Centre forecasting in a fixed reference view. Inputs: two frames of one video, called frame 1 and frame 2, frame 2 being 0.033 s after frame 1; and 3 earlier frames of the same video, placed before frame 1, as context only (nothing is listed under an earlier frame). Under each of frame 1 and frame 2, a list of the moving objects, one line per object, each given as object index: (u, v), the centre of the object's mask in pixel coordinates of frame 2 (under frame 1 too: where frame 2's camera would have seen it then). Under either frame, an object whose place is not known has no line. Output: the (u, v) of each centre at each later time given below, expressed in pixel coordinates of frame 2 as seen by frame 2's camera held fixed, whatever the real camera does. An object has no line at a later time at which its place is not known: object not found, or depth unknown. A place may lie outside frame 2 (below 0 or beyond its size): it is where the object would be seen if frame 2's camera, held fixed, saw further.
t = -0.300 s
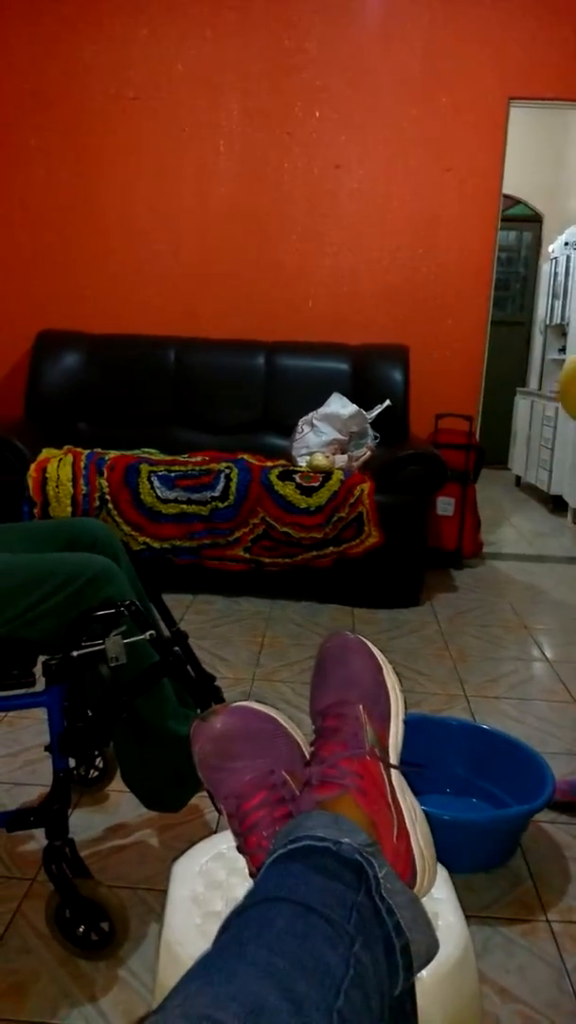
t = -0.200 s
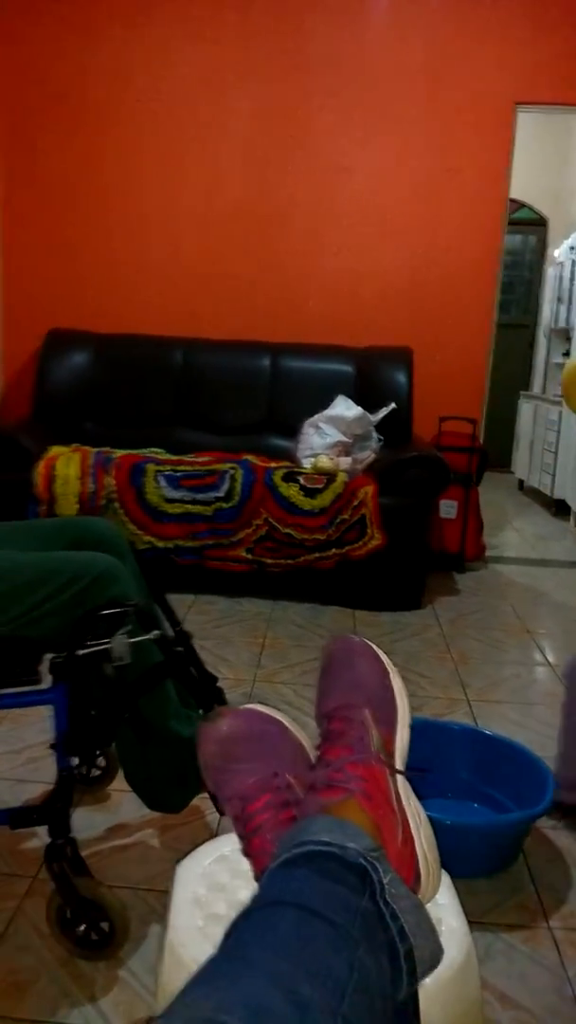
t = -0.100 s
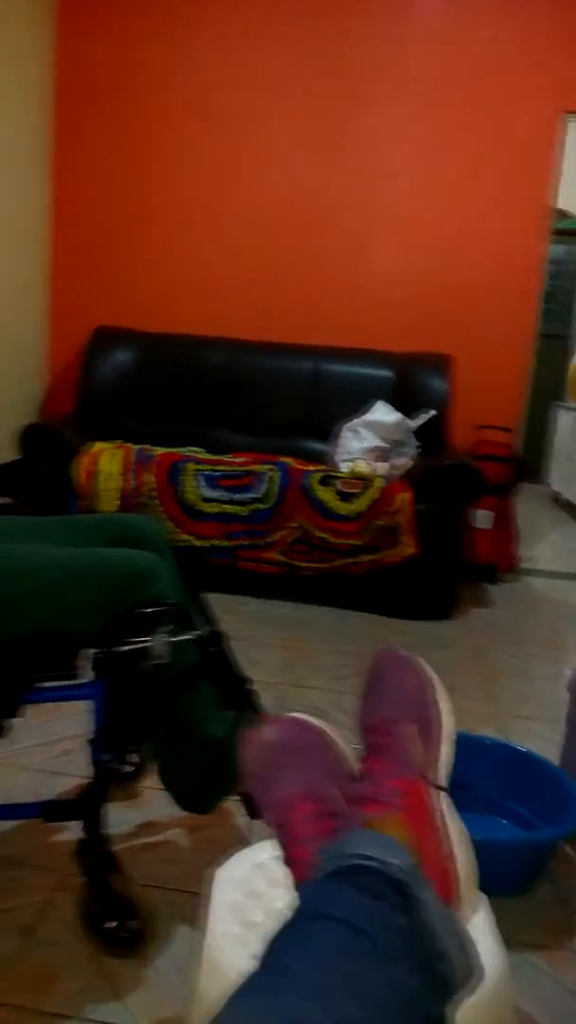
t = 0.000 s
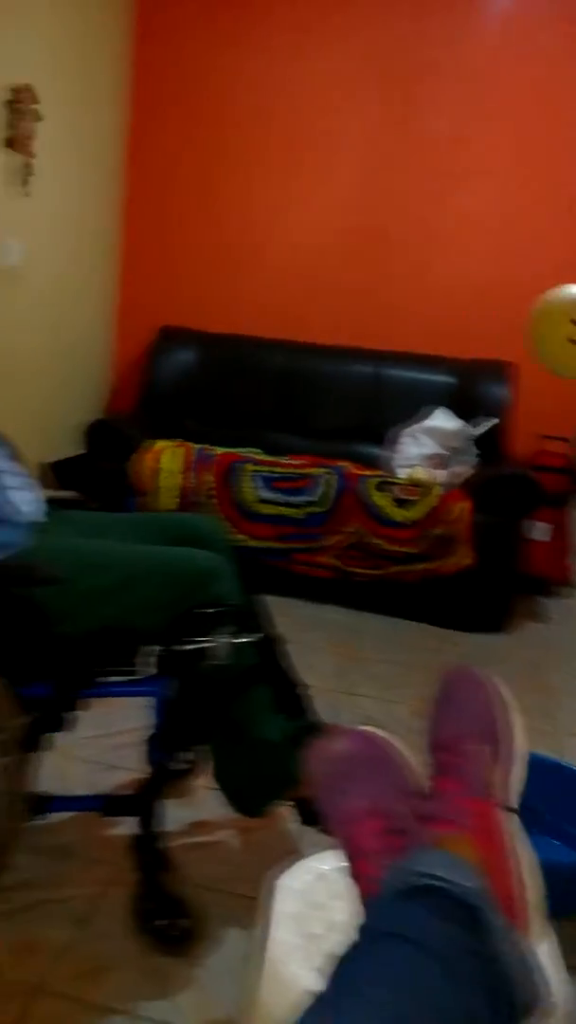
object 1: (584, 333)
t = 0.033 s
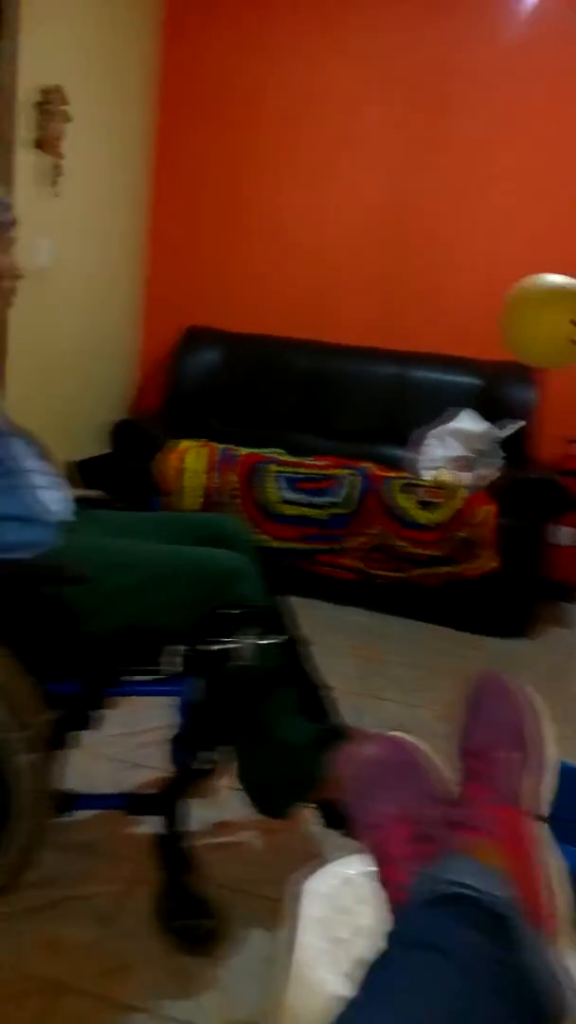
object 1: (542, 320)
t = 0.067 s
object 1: (492, 312)
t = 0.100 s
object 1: (435, 311)
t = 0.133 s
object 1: (384, 316)
